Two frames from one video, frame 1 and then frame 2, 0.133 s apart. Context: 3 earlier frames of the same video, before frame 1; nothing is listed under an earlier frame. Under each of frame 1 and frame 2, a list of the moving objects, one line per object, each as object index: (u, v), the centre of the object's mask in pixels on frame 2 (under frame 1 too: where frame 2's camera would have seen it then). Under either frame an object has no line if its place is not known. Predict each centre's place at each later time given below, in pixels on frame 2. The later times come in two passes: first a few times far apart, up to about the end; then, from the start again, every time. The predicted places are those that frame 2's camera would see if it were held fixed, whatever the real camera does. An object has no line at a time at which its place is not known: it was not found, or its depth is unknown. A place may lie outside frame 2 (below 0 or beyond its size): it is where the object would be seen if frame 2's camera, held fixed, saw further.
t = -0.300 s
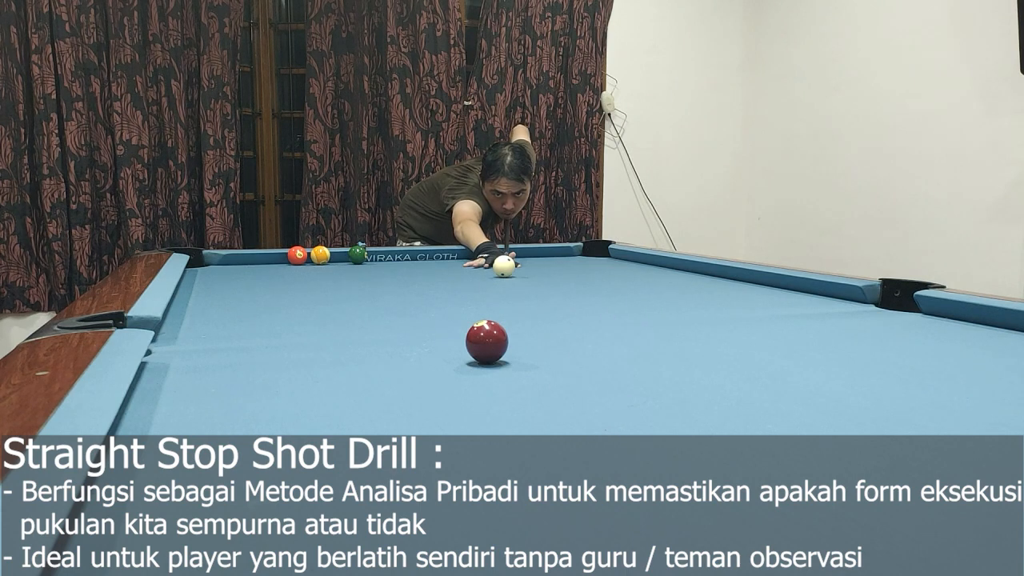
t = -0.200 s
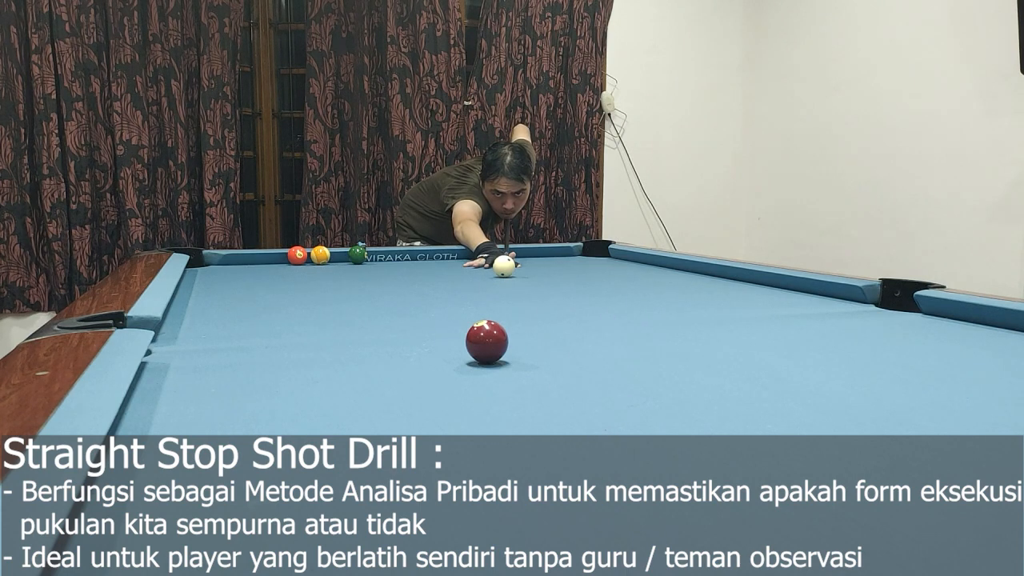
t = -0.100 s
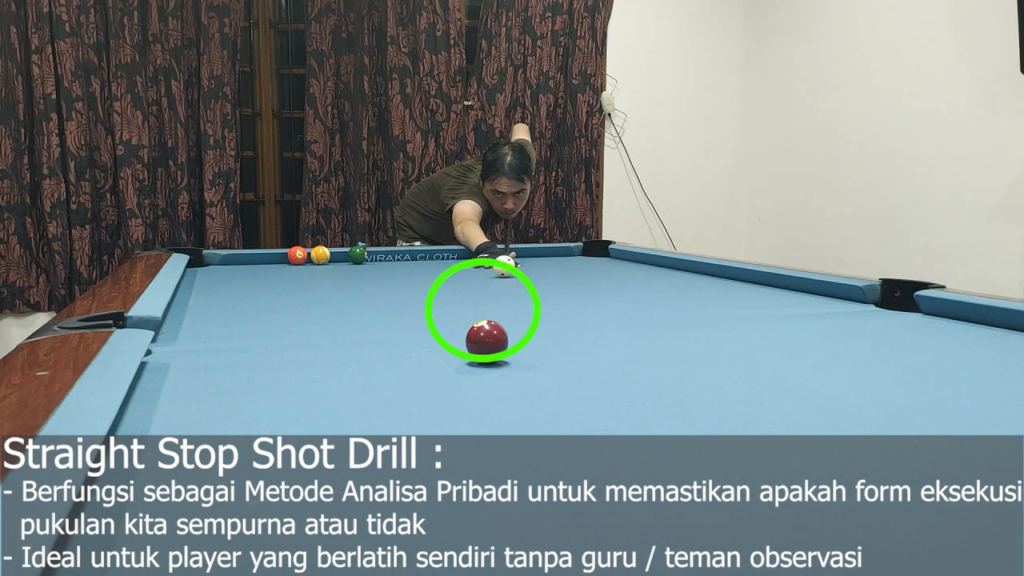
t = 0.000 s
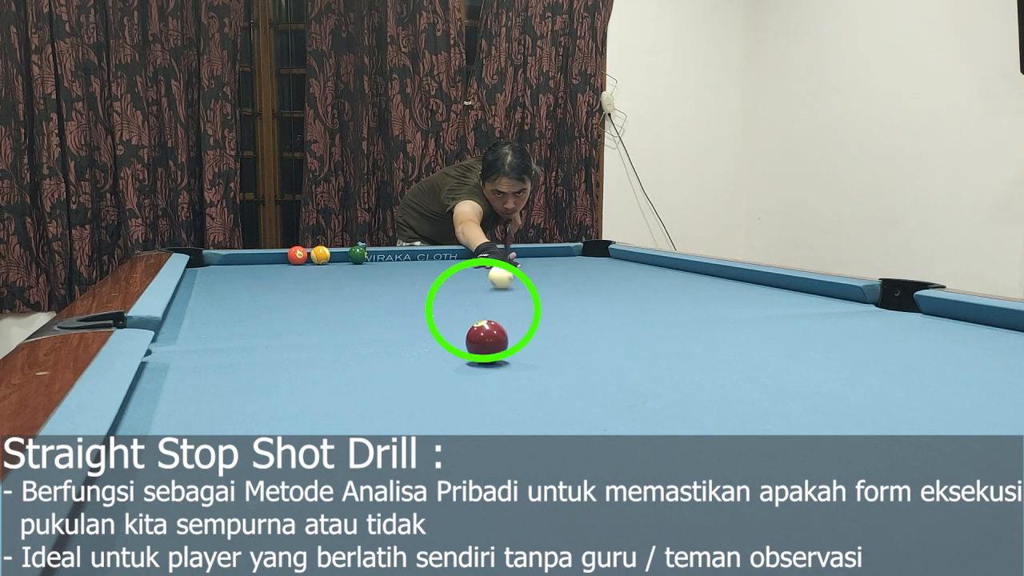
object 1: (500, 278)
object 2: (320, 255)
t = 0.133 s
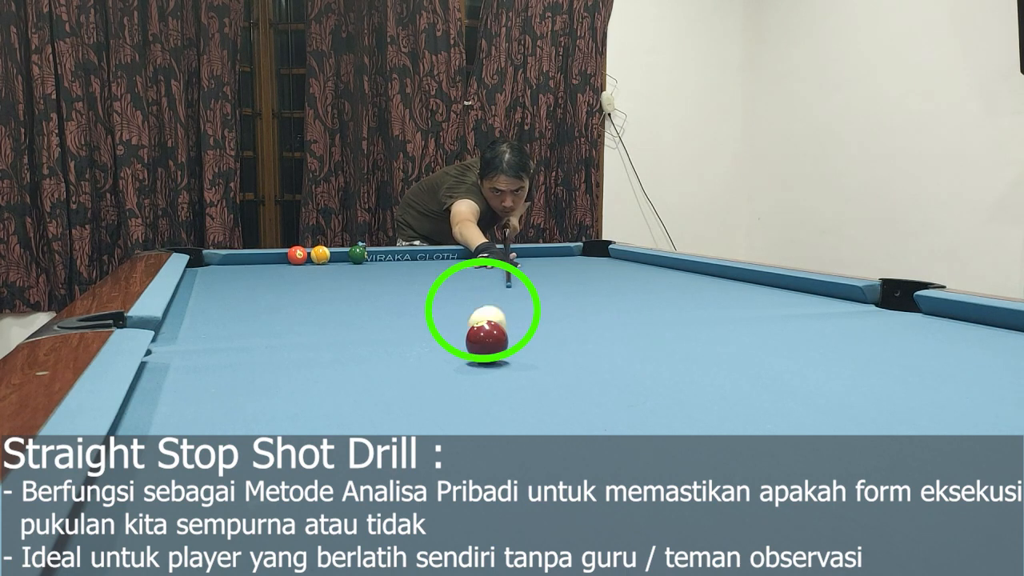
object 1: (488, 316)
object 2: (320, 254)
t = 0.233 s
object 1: (484, 333)
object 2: (320, 255)
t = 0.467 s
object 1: (483, 334)
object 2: (320, 255)
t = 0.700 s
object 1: (483, 334)
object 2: (320, 255)
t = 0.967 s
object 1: (483, 334)
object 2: (320, 255)
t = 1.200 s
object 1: (483, 334)
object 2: (320, 255)
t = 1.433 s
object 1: (483, 334)
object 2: (320, 255)
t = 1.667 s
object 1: (483, 334)
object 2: (320, 255)
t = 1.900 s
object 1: (483, 334)
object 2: (321, 254)
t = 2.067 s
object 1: (483, 334)
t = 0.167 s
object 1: (486, 322)
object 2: (320, 255)
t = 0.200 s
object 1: (485, 333)
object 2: (320, 255)
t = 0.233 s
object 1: (484, 333)
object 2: (320, 255)
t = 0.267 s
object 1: (484, 334)
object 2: (320, 255)
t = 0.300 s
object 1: (484, 334)
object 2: (320, 255)
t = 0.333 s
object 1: (483, 334)
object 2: (320, 255)
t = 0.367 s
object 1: (483, 334)
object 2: (320, 255)
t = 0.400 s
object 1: (483, 334)
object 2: (320, 255)
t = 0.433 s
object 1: (483, 334)
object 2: (320, 255)
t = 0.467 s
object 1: (483, 334)
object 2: (320, 255)
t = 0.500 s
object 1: (483, 334)
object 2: (320, 255)
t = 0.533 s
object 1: (483, 334)
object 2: (320, 255)
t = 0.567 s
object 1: (483, 334)
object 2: (320, 255)
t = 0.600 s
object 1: (483, 334)
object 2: (320, 255)
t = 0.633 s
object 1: (483, 334)
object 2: (320, 255)
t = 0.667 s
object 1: (483, 334)
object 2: (320, 255)
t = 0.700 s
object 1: (483, 334)
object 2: (320, 255)
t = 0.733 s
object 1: (483, 334)
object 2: (320, 254)
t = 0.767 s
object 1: (483, 334)
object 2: (320, 255)
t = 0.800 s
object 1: (483, 334)
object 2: (320, 255)
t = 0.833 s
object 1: (483, 334)
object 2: (320, 255)
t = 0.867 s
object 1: (483, 334)
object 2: (320, 255)
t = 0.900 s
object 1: (483, 334)
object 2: (320, 255)
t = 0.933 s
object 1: (483, 334)
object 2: (320, 255)
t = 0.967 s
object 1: (483, 334)
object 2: (320, 255)
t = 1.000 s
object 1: (483, 334)
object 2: (320, 255)
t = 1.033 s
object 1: (483, 334)
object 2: (320, 255)
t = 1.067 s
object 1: (483, 334)
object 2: (320, 255)
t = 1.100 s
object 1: (483, 334)
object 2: (320, 254)
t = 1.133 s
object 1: (483, 334)
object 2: (320, 255)
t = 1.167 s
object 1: (483, 334)
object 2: (320, 255)
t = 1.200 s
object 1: (483, 334)
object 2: (320, 255)
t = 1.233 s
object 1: (483, 334)
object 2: (320, 255)
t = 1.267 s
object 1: (483, 334)
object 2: (320, 255)
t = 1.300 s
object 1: (483, 334)
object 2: (320, 255)
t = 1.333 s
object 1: (483, 334)
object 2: (320, 255)
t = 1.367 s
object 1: (483, 334)
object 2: (320, 255)
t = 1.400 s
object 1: (483, 334)
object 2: (320, 255)
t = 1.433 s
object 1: (483, 334)
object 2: (320, 255)
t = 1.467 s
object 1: (483, 334)
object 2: (320, 255)
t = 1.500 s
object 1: (483, 334)
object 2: (320, 255)
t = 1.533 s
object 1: (483, 334)
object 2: (320, 255)
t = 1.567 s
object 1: (483, 334)
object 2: (320, 255)
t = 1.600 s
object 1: (483, 334)
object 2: (320, 255)
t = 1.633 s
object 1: (483, 334)
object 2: (320, 255)
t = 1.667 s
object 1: (483, 334)
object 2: (320, 255)
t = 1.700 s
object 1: (483, 334)
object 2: (320, 255)
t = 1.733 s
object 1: (483, 334)
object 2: (320, 255)
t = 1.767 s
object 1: (483, 334)
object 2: (320, 255)
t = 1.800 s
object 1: (483, 334)
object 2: (320, 255)
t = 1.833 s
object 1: (483, 334)
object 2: (320, 255)
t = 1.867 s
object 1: (483, 334)
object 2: (320, 255)
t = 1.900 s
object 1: (483, 334)
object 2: (321, 254)
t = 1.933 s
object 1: (483, 334)
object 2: (322, 255)
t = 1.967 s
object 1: (483, 334)
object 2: (324, 255)
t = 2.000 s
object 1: (483, 334)
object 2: (326, 255)
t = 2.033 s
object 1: (483, 334)
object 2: (327, 255)
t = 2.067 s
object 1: (483, 334)
